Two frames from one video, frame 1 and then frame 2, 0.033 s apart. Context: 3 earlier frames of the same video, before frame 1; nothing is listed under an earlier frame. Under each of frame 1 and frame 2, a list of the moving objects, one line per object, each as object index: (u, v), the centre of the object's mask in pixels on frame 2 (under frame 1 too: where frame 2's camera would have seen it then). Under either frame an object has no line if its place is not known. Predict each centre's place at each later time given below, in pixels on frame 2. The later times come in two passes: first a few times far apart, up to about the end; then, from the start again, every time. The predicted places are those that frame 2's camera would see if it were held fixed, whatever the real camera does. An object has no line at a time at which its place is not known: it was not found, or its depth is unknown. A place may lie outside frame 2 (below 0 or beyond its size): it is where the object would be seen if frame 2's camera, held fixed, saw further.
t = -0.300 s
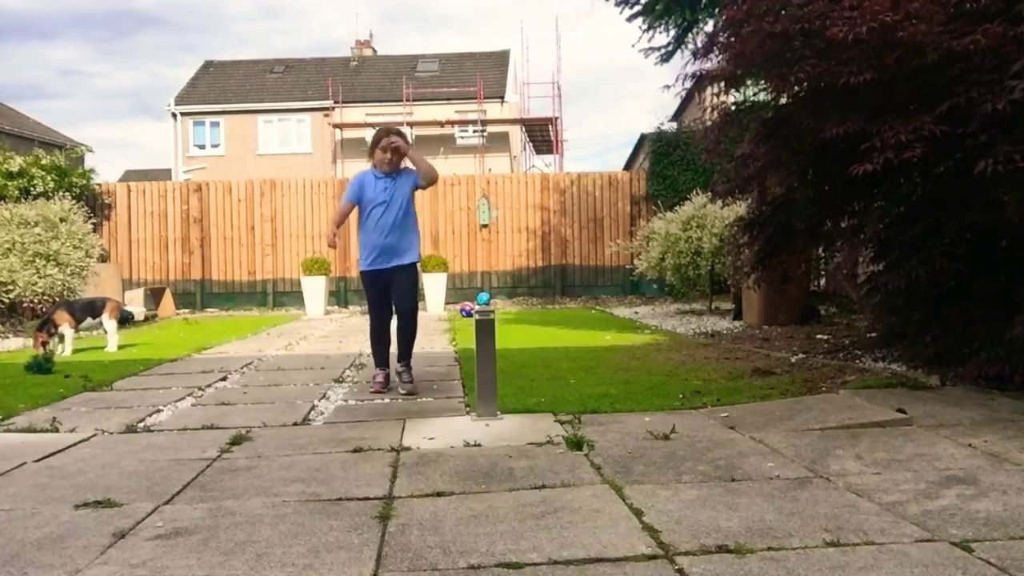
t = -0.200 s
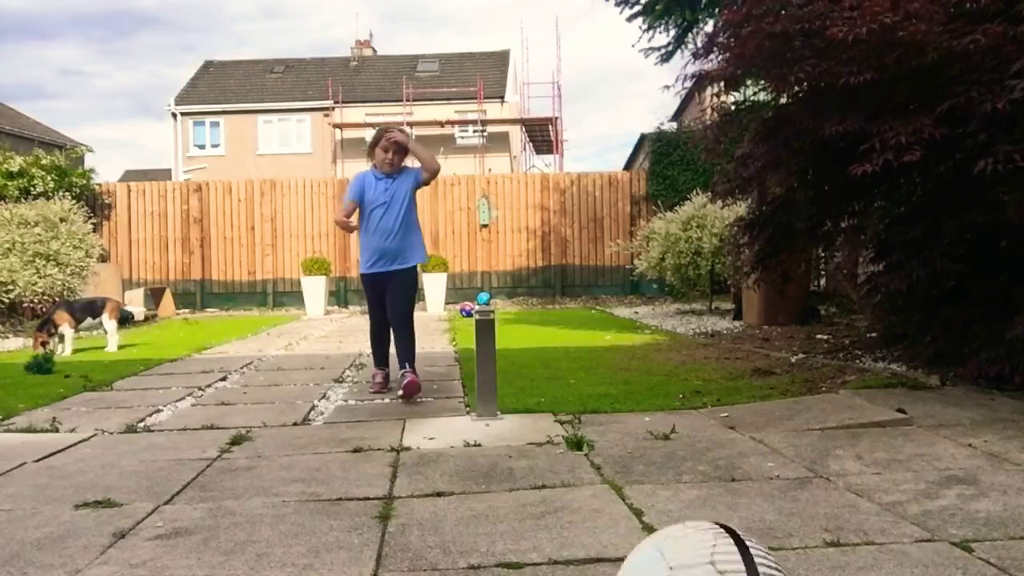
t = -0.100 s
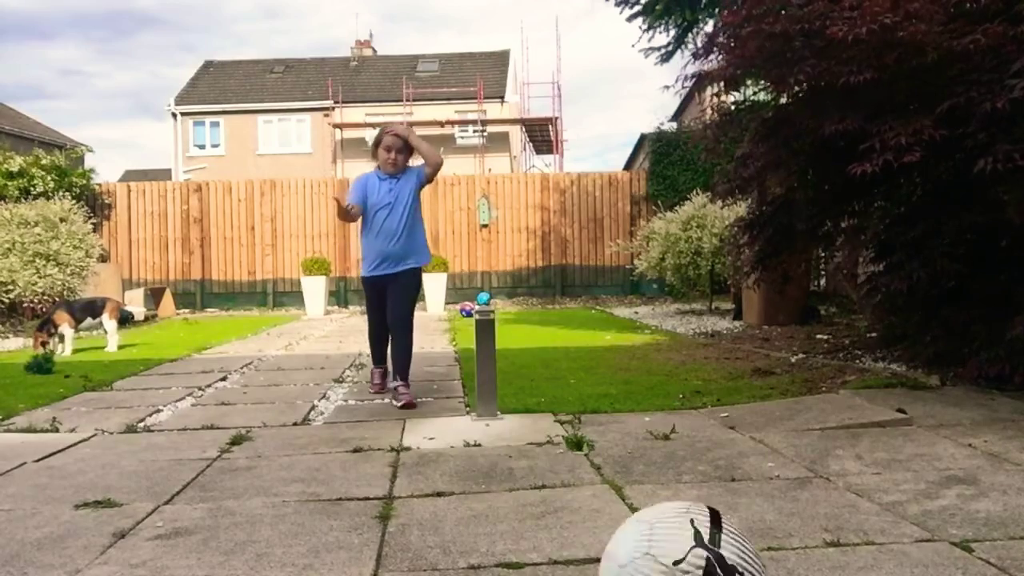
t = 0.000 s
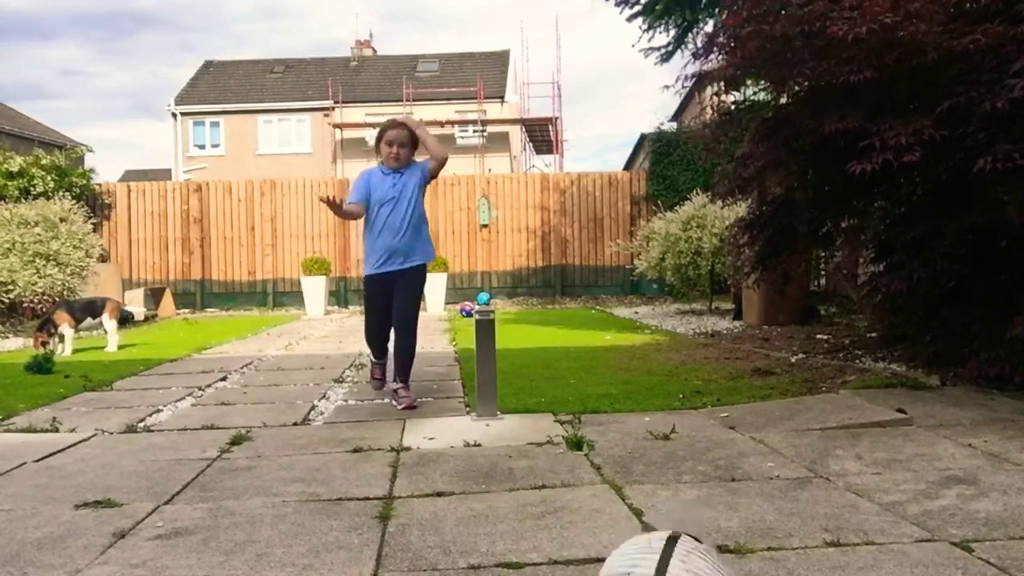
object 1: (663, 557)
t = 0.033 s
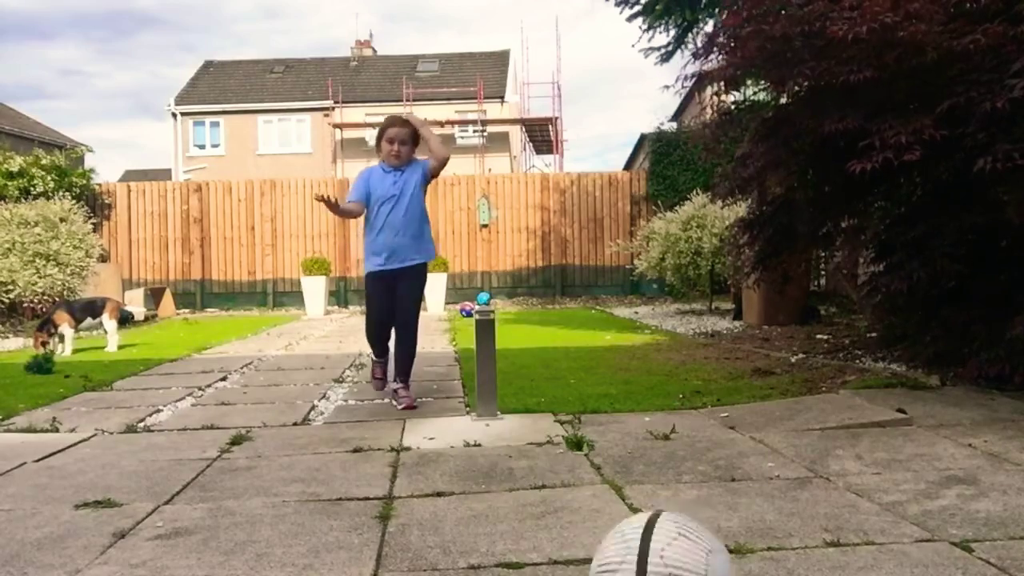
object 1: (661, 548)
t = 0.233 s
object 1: (638, 529)
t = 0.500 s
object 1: (616, 483)
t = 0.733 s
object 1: (603, 461)
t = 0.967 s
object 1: (589, 443)
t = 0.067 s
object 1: (657, 542)
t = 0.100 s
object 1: (653, 540)
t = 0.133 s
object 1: (649, 540)
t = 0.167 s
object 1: (645, 539)
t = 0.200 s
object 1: (641, 533)
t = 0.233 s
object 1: (638, 529)
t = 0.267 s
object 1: (634, 529)
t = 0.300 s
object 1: (632, 525)
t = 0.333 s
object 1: (628, 518)
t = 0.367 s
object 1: (625, 513)
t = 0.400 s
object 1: (623, 512)
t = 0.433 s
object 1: (620, 497)
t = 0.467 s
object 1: (618, 487)
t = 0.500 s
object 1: (616, 483)
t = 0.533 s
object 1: (615, 483)
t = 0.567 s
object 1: (613, 484)
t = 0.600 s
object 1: (611, 476)
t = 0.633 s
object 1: (609, 470)
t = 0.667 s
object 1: (607, 470)
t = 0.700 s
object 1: (605, 468)
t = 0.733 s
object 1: (603, 461)
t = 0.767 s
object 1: (600, 458)
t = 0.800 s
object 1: (599, 459)
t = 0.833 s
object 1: (597, 453)
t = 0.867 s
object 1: (595, 450)
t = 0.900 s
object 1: (594, 449)
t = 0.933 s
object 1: (592, 446)
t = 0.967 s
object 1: (589, 443)
